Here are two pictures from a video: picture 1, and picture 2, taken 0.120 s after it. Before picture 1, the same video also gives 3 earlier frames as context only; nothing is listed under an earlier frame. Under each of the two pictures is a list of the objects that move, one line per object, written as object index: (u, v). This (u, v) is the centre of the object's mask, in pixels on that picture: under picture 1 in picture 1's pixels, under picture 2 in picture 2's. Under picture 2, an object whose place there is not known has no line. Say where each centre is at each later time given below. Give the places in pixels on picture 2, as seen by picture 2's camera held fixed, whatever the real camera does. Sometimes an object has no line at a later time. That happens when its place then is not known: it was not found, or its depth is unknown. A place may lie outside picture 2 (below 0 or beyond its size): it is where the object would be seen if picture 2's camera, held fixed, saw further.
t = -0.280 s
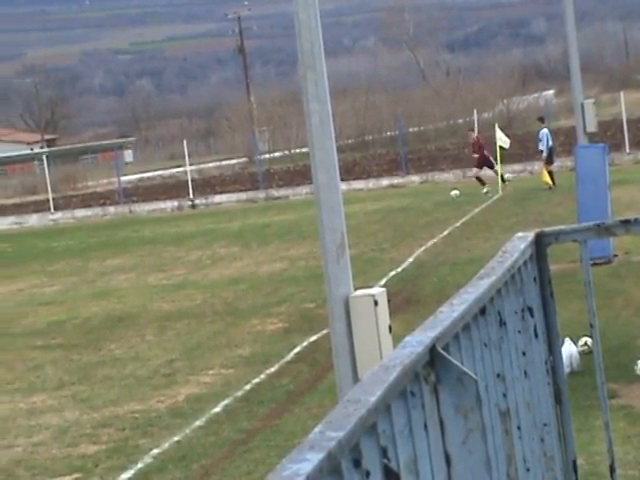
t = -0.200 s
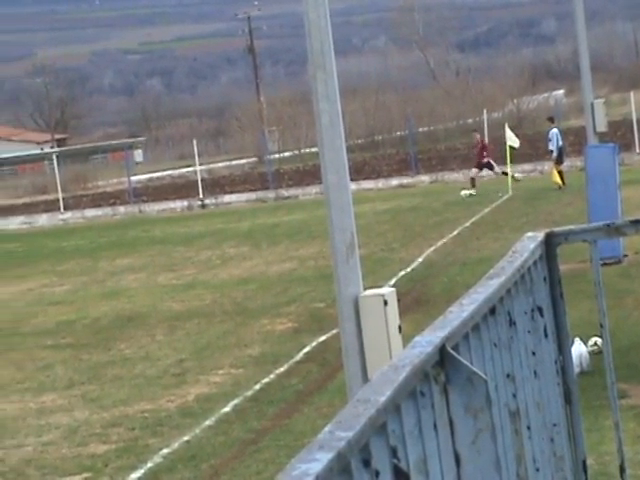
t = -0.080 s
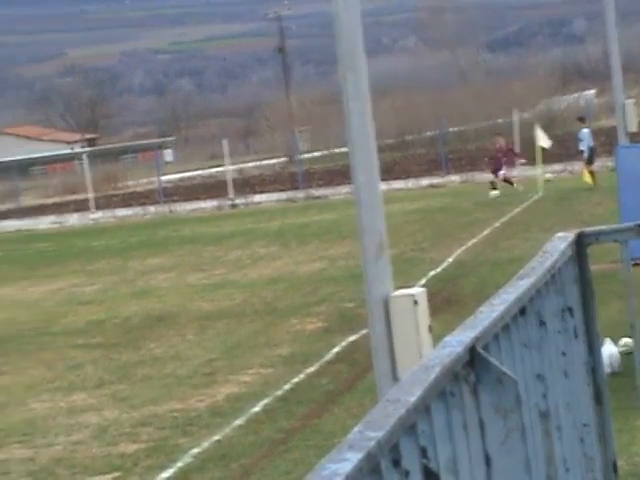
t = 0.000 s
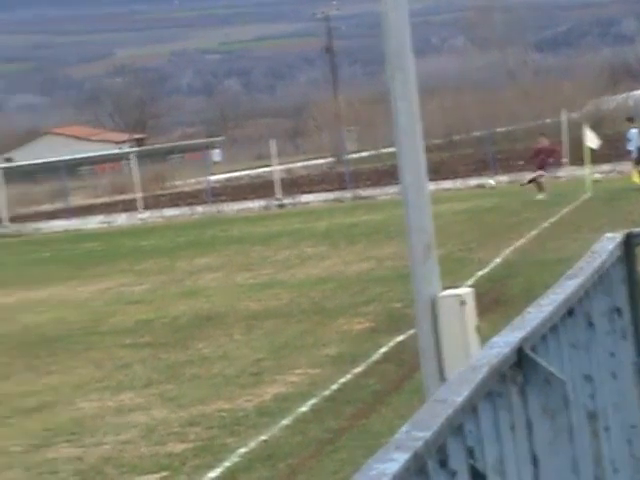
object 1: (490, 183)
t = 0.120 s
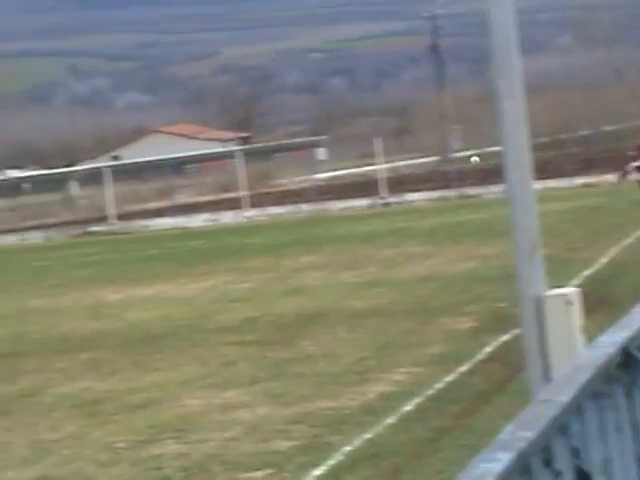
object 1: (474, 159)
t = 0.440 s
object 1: (191, 122)
